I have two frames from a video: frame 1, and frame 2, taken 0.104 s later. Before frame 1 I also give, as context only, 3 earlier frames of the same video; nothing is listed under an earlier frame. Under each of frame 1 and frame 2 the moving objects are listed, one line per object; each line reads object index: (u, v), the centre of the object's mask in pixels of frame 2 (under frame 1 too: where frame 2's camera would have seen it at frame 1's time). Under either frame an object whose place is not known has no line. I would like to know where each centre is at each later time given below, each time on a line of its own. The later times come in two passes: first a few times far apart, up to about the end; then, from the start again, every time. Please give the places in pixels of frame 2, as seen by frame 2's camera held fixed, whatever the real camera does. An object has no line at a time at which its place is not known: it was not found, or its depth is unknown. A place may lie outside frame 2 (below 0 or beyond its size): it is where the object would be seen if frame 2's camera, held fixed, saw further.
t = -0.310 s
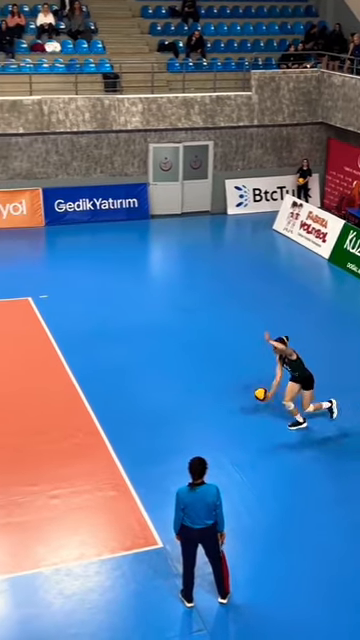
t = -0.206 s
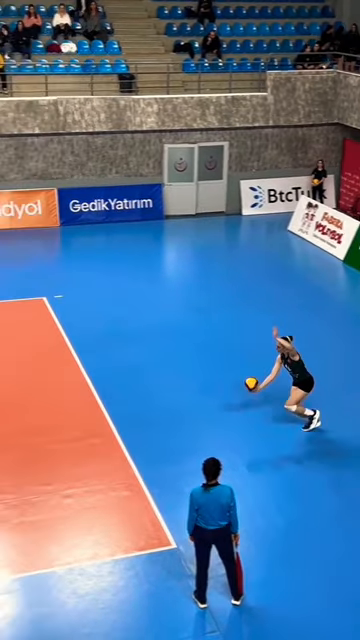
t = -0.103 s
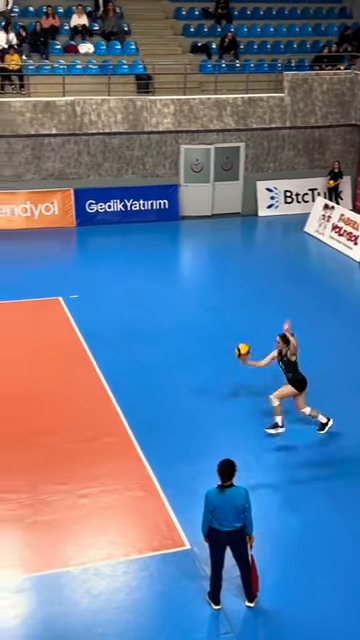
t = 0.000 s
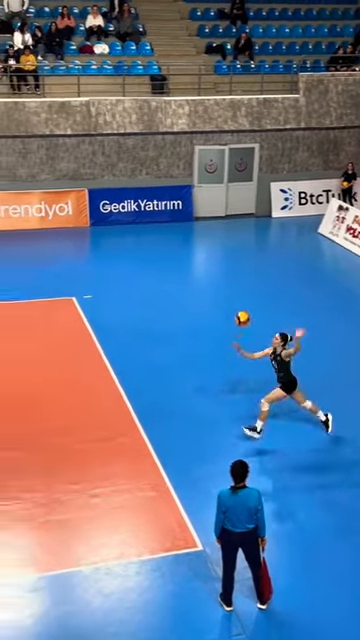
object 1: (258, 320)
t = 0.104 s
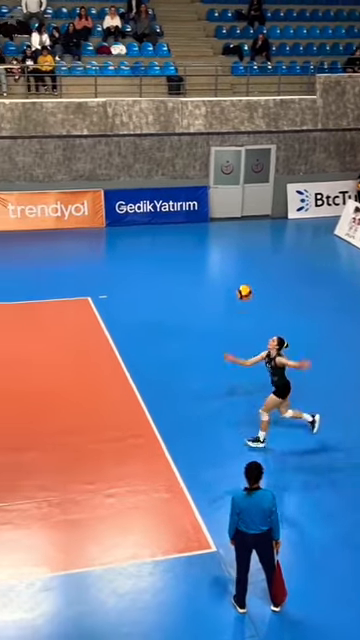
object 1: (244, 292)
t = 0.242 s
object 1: (226, 266)
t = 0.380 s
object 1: (206, 252)
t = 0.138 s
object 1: (240, 285)
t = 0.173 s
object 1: (236, 278)
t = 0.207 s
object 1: (230, 272)
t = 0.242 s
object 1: (226, 266)
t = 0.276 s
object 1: (221, 261)
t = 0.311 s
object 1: (216, 257)
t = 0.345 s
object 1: (211, 254)
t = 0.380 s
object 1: (206, 252)
